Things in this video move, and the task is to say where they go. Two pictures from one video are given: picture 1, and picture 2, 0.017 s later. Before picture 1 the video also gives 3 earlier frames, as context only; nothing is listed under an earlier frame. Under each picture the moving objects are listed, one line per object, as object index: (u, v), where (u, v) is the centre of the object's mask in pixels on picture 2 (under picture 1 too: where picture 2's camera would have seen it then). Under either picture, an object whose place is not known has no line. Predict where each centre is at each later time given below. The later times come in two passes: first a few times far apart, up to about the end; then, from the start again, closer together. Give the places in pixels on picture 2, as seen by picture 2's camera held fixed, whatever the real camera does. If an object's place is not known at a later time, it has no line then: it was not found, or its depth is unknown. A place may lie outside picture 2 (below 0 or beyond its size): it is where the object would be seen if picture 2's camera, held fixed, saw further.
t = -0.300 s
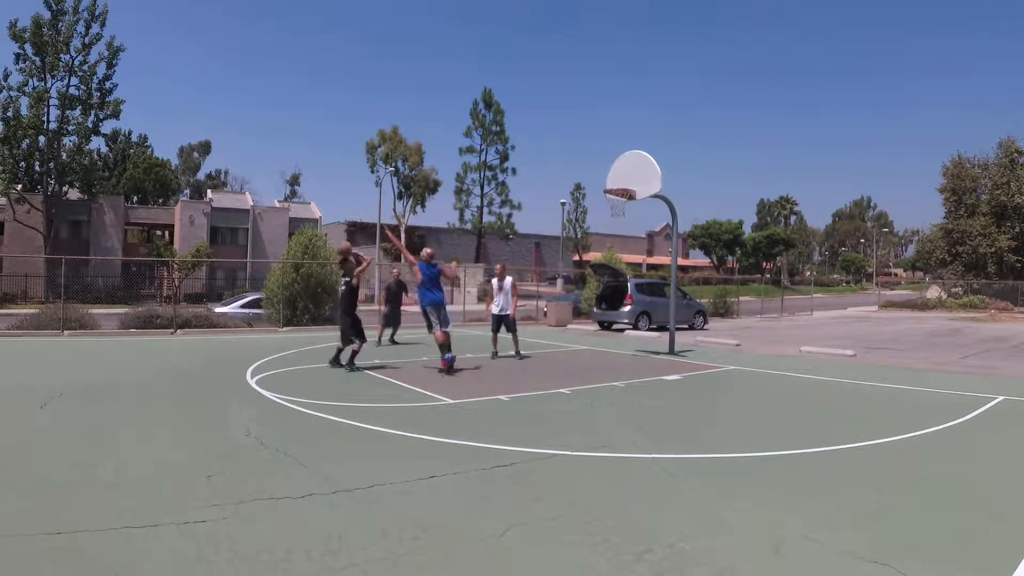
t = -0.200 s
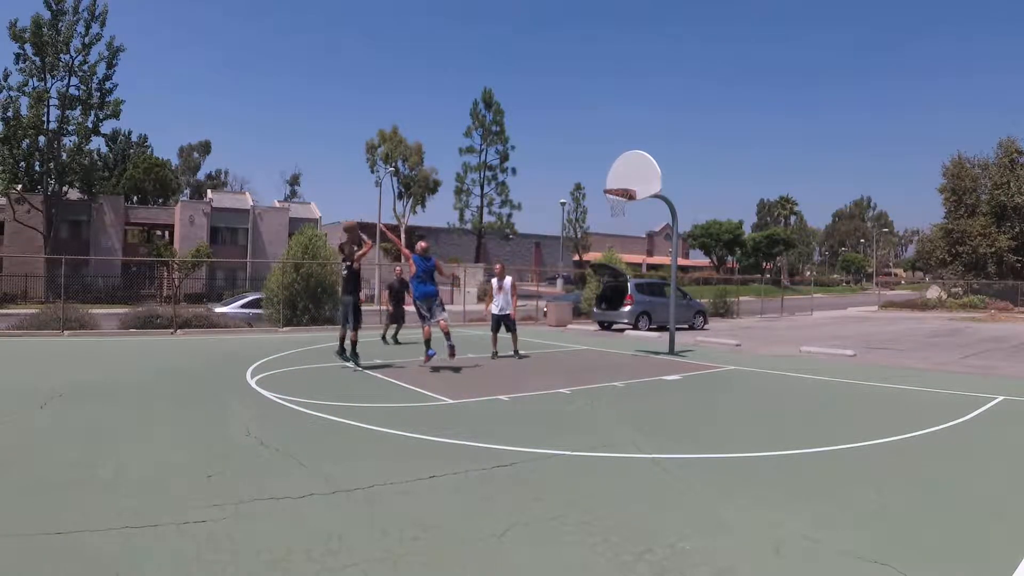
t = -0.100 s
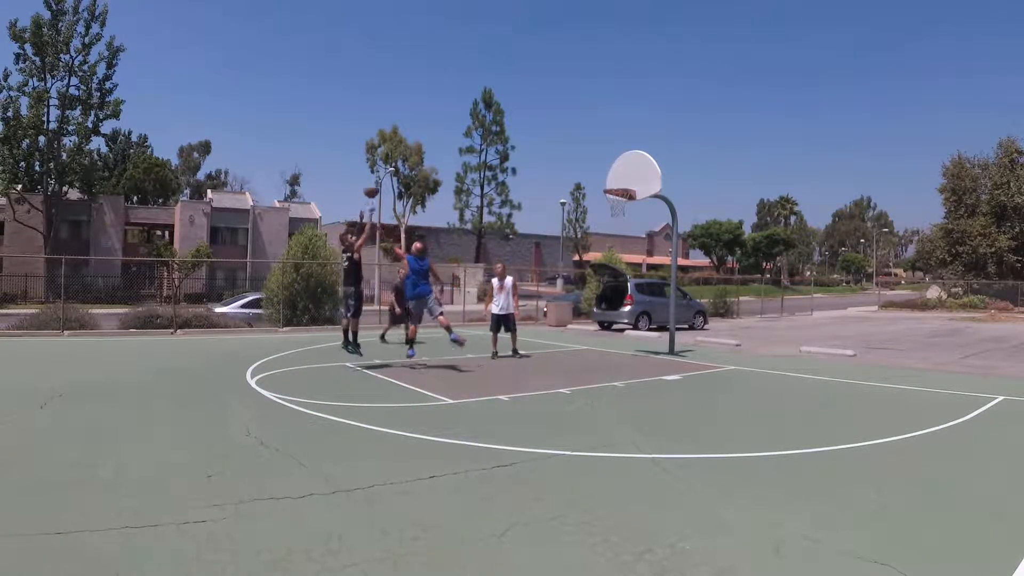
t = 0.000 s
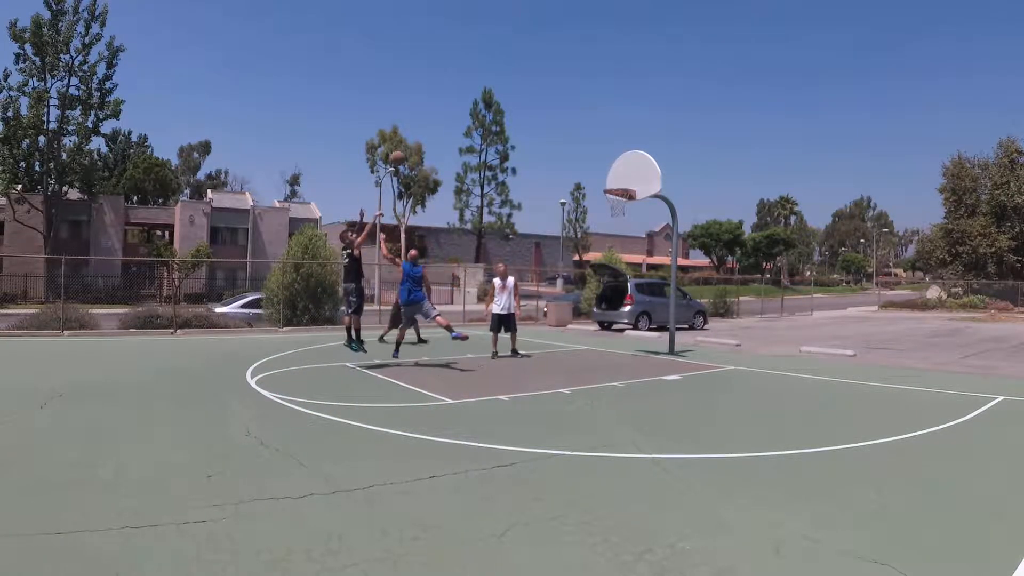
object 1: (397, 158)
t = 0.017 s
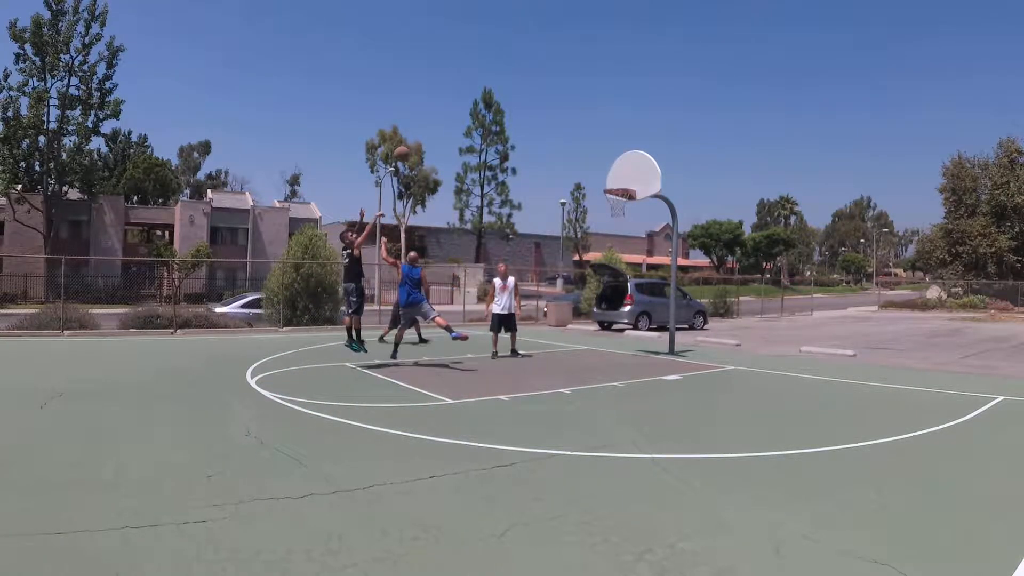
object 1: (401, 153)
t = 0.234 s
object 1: (455, 113)
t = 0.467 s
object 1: (508, 101)
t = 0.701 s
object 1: (557, 121)
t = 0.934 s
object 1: (602, 171)
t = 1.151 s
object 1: (630, 213)
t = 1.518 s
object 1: (652, 290)
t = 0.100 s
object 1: (423, 135)
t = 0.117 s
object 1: (427, 131)
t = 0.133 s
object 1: (431, 128)
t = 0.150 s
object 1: (435, 125)
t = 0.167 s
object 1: (438, 122)
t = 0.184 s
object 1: (443, 119)
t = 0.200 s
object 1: (447, 117)
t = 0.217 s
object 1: (451, 115)
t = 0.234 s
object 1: (455, 113)
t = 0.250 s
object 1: (459, 111)
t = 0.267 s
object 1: (462, 109)
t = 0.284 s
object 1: (467, 107)
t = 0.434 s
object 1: (501, 101)
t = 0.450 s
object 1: (504, 101)
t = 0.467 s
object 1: (508, 101)
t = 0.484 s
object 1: (510, 102)
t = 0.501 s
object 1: (515, 102)
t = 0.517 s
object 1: (519, 103)
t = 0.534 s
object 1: (522, 104)
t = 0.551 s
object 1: (526, 105)
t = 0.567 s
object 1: (529, 106)
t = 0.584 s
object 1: (532, 108)
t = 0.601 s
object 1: (536, 109)
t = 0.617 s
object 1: (540, 111)
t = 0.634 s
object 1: (543, 112)
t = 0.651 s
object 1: (546, 115)
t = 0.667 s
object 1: (550, 117)
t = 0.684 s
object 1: (553, 119)
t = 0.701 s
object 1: (557, 121)
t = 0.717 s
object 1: (560, 124)
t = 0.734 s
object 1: (563, 127)
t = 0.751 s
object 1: (567, 129)
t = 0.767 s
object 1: (570, 132)
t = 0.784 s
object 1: (573, 135)
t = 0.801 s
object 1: (576, 139)
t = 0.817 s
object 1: (579, 142)
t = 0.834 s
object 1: (583, 146)
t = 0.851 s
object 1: (586, 150)
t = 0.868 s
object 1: (589, 153)
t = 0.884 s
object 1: (593, 158)
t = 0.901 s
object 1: (596, 161)
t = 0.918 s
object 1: (599, 166)
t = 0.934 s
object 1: (602, 171)
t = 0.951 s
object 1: (605, 175)
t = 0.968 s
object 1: (608, 179)
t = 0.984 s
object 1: (611, 183)
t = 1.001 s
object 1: (613, 186)
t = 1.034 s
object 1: (620, 198)
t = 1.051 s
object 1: (622, 205)
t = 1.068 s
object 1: (625, 206)
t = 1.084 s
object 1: (625, 207)
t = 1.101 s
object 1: (626, 208)
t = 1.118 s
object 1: (628, 210)
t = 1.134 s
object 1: (629, 211)
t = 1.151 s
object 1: (630, 213)
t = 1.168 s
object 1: (632, 214)
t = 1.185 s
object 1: (633, 217)
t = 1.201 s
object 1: (633, 220)
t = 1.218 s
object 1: (634, 222)
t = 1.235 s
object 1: (635, 224)
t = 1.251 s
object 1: (636, 227)
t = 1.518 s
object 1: (652, 290)
